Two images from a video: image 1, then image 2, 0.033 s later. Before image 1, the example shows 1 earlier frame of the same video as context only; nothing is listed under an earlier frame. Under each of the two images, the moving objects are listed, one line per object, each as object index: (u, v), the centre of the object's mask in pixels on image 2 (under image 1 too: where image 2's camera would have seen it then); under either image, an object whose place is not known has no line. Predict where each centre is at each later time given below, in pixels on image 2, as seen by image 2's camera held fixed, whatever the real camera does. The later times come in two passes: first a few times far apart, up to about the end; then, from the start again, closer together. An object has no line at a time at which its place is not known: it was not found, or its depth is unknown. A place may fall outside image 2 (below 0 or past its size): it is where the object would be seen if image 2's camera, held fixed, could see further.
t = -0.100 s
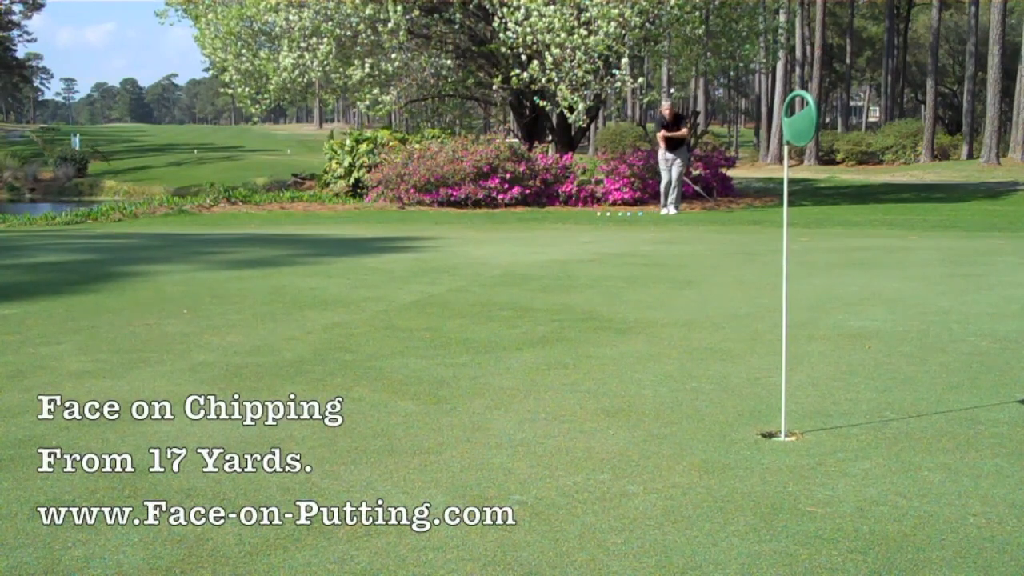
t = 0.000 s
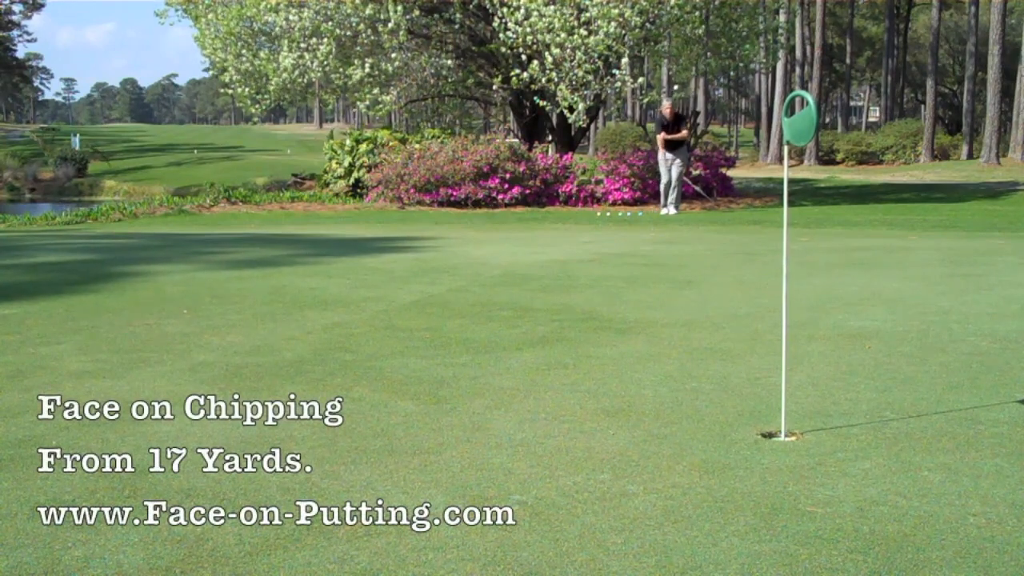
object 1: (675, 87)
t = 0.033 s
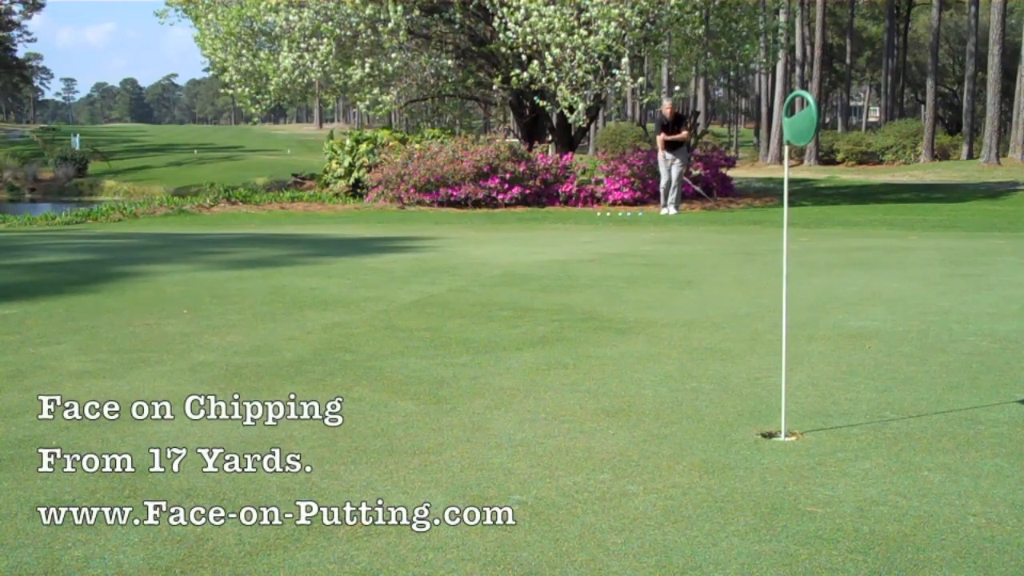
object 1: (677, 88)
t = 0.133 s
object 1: (681, 97)
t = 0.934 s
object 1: (716, 239)
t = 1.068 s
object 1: (722, 237)
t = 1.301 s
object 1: (734, 246)
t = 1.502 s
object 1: (748, 252)
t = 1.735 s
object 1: (765, 259)
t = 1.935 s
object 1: (779, 264)
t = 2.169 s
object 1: (795, 270)
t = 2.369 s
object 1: (809, 276)
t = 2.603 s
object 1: (824, 283)
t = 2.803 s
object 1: (833, 290)
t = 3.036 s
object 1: (839, 297)
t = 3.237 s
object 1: (843, 304)
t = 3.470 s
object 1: (842, 312)
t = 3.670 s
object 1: (837, 319)
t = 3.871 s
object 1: (827, 326)
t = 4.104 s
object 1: (813, 332)
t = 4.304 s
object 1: (800, 337)
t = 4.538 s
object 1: (784, 341)
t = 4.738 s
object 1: (769, 345)
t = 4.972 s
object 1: (754, 347)
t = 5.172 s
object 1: (743, 348)
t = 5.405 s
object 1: (734, 349)
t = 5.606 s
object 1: (730, 348)
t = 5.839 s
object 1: (729, 348)
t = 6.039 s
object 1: (729, 348)
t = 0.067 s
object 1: (678, 90)
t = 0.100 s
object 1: (680, 93)
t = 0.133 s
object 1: (681, 97)
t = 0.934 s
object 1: (716, 239)
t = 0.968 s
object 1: (717, 236)
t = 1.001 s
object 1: (719, 235)
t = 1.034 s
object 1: (720, 235)
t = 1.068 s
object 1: (722, 237)
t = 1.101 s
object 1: (723, 241)
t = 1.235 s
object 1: (730, 246)
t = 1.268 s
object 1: (732, 246)
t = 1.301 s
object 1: (734, 246)
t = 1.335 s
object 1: (736, 247)
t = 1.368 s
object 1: (739, 249)
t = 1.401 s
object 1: (741, 249)
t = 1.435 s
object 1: (743, 250)
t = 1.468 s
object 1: (746, 251)
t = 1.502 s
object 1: (748, 252)
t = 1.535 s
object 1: (750, 253)
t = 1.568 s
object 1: (752, 254)
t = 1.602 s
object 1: (755, 255)
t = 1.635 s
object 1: (757, 256)
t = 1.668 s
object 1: (760, 257)
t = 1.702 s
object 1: (762, 258)
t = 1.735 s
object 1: (765, 259)
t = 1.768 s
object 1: (767, 260)
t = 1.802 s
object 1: (769, 261)
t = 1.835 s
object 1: (772, 262)
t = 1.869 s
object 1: (774, 262)
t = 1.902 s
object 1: (776, 263)
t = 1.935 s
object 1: (779, 264)
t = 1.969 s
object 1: (780, 265)
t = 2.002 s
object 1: (782, 266)
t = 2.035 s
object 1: (787, 267)
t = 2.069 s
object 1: (789, 268)
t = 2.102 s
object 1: (791, 269)
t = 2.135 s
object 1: (793, 269)
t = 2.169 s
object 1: (795, 270)
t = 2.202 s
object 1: (798, 271)
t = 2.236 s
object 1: (800, 272)
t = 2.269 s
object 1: (802, 273)
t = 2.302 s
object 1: (804, 274)
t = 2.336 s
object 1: (807, 274)
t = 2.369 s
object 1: (809, 276)
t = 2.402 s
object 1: (811, 277)
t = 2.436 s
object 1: (813, 278)
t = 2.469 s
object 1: (816, 279)
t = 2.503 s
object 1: (817, 280)
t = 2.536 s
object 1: (819, 281)
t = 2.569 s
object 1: (822, 282)
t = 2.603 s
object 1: (824, 283)
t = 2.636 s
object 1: (825, 284)
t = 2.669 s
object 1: (827, 285)
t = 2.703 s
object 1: (829, 286)
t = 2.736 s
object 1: (830, 287)
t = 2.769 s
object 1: (832, 288)
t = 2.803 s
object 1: (833, 290)
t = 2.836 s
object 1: (834, 291)
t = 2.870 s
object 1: (835, 292)
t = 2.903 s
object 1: (836, 293)
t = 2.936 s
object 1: (837, 294)
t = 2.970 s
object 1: (838, 295)
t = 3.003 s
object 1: (838, 296)
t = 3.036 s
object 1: (839, 297)
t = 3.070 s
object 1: (840, 299)
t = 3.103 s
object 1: (841, 300)
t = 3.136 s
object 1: (842, 301)
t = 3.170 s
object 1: (842, 302)
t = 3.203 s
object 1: (843, 303)
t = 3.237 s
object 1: (843, 304)
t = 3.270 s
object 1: (844, 305)
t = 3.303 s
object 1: (844, 307)
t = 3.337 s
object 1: (844, 307)
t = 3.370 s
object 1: (844, 309)
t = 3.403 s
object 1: (844, 310)
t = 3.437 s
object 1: (843, 311)
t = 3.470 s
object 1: (842, 312)
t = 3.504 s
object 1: (842, 313)
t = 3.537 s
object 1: (841, 314)
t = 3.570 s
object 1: (840, 316)
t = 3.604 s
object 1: (839, 317)
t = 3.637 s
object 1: (838, 318)
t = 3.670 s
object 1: (837, 319)
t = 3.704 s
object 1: (835, 320)
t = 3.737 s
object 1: (834, 321)
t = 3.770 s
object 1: (832, 322)
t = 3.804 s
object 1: (831, 323)
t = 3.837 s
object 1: (829, 324)
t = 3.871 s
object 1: (827, 326)
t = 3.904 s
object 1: (826, 326)
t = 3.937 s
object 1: (823, 328)
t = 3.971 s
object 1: (821, 328)
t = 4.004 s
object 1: (819, 329)
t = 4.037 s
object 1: (817, 330)
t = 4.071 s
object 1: (815, 331)
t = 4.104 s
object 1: (813, 332)
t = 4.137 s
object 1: (811, 333)
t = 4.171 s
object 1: (809, 334)
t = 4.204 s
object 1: (807, 335)
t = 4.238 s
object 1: (805, 335)
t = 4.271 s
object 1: (802, 336)
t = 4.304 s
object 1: (800, 337)
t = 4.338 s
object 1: (798, 338)
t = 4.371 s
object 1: (796, 339)
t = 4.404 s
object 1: (794, 339)
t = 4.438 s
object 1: (792, 340)
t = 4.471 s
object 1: (790, 340)
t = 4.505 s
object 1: (786, 341)
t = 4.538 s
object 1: (784, 341)
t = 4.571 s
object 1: (781, 342)
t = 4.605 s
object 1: (778, 343)
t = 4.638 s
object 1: (776, 343)
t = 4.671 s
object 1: (774, 344)
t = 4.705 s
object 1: (771, 344)
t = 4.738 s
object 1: (769, 345)
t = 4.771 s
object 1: (767, 345)
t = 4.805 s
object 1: (764, 345)
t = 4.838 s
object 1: (762, 346)
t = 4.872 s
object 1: (760, 346)
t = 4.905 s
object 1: (757, 346)
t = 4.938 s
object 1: (755, 347)
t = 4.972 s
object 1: (754, 347)
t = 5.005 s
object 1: (751, 347)
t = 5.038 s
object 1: (750, 348)
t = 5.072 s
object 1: (748, 348)
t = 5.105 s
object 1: (746, 348)
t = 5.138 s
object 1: (744, 348)
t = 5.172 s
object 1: (743, 348)
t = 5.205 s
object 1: (741, 348)
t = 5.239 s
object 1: (739, 348)
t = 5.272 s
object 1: (738, 348)
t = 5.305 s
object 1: (737, 349)
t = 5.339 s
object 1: (736, 349)
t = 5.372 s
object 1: (735, 349)
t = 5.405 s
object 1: (734, 349)
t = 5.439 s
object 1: (733, 349)
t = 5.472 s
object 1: (733, 349)
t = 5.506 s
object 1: (732, 349)
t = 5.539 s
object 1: (731, 348)
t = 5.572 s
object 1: (731, 348)
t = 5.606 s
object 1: (730, 348)
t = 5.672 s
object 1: (729, 348)
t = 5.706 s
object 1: (729, 348)
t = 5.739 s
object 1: (729, 348)
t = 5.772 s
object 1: (728, 348)
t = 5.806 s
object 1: (728, 348)
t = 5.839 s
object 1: (729, 348)
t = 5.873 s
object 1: (729, 348)
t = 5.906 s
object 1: (729, 348)
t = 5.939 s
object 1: (729, 348)
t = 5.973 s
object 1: (729, 348)
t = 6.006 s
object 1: (729, 348)
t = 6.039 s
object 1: (729, 348)
